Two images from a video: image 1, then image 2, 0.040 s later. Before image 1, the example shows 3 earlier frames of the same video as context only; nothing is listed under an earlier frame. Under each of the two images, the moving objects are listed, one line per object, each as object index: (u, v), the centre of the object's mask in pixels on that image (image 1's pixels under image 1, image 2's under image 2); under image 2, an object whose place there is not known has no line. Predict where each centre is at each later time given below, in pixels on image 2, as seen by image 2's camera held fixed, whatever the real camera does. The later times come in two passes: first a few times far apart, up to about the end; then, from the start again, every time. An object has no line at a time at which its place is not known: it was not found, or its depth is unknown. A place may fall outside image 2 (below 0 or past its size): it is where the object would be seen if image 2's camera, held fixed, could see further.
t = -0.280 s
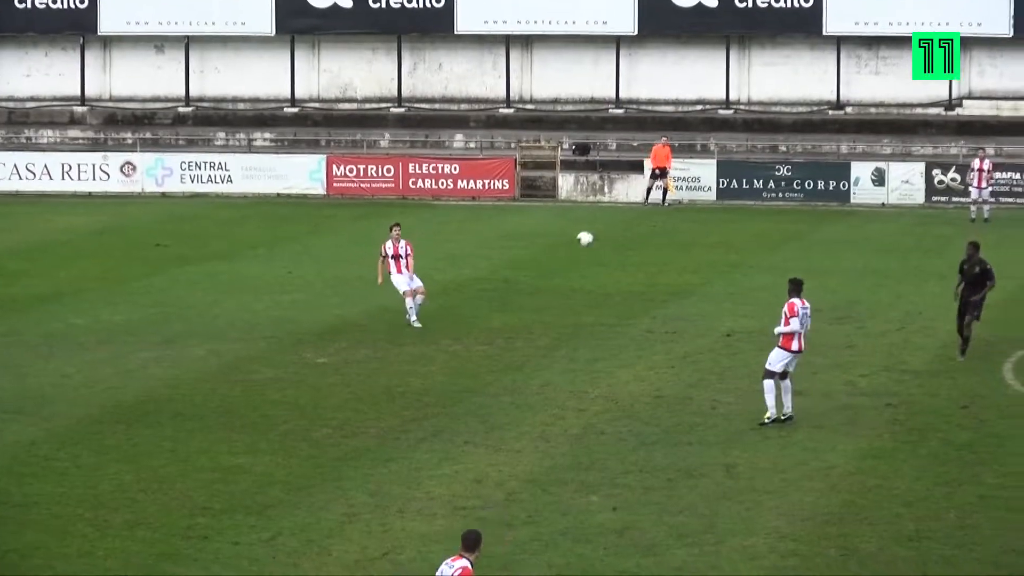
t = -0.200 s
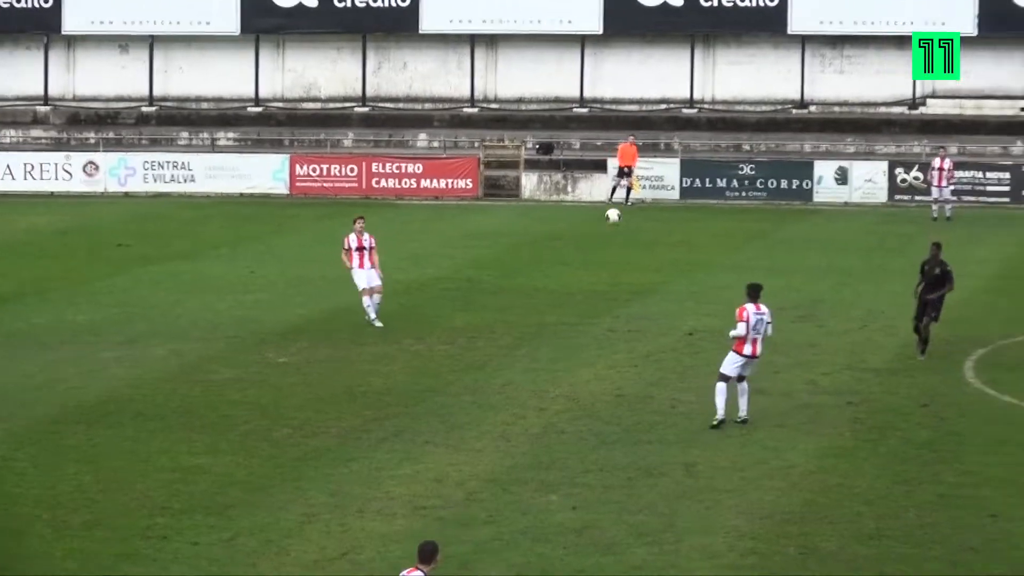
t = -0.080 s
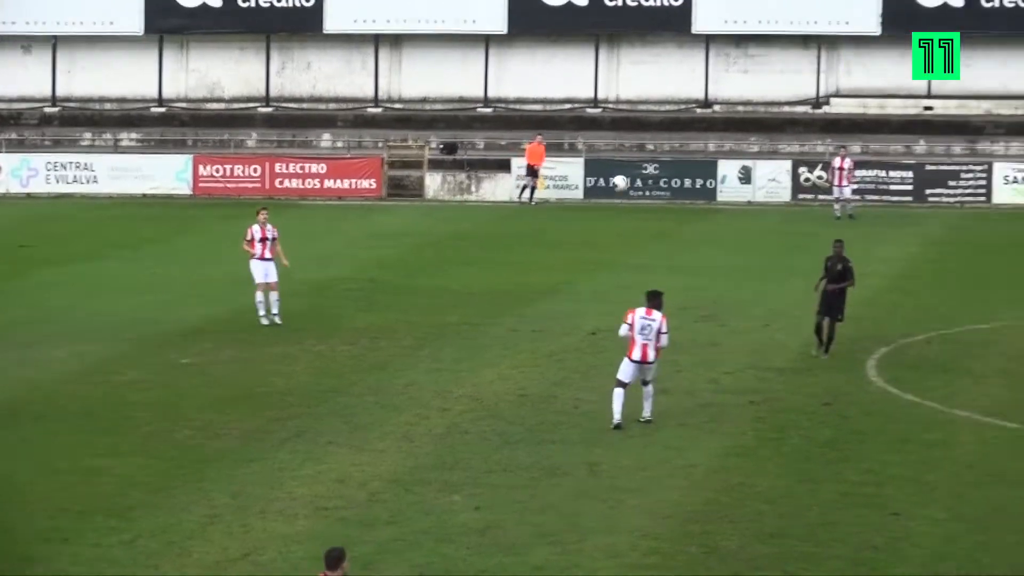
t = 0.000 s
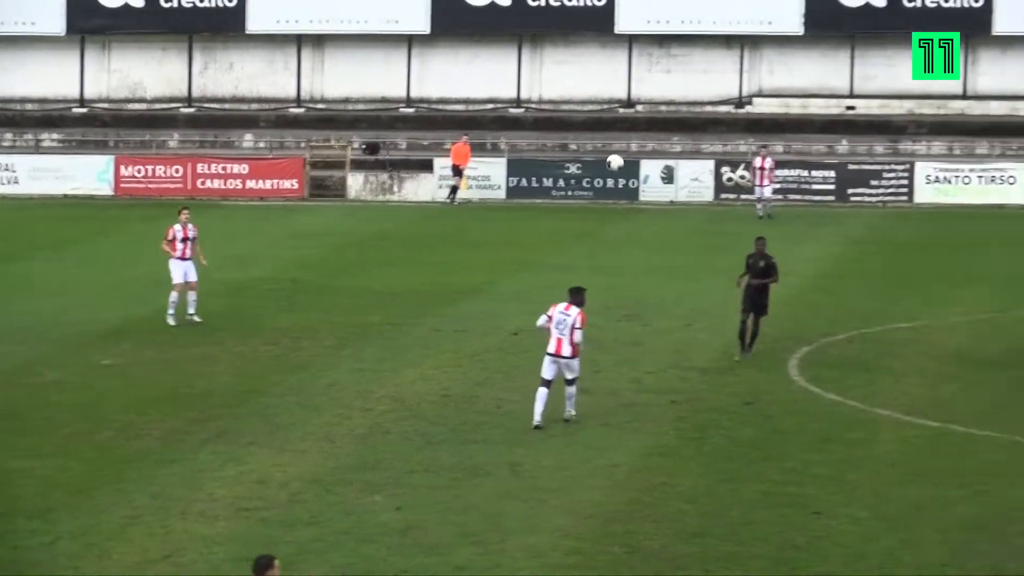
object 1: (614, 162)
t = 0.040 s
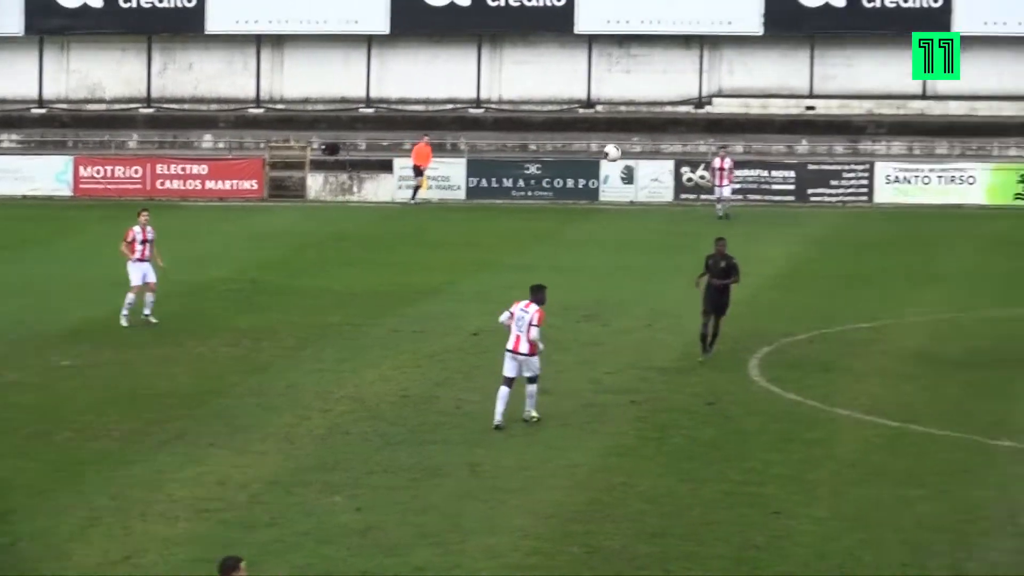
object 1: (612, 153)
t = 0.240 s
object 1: (810, 103)
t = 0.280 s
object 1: (853, 94)
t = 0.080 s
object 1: (649, 141)
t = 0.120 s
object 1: (688, 132)
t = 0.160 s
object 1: (727, 123)
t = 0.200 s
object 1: (768, 114)
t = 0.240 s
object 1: (810, 103)
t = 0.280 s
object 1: (853, 94)
